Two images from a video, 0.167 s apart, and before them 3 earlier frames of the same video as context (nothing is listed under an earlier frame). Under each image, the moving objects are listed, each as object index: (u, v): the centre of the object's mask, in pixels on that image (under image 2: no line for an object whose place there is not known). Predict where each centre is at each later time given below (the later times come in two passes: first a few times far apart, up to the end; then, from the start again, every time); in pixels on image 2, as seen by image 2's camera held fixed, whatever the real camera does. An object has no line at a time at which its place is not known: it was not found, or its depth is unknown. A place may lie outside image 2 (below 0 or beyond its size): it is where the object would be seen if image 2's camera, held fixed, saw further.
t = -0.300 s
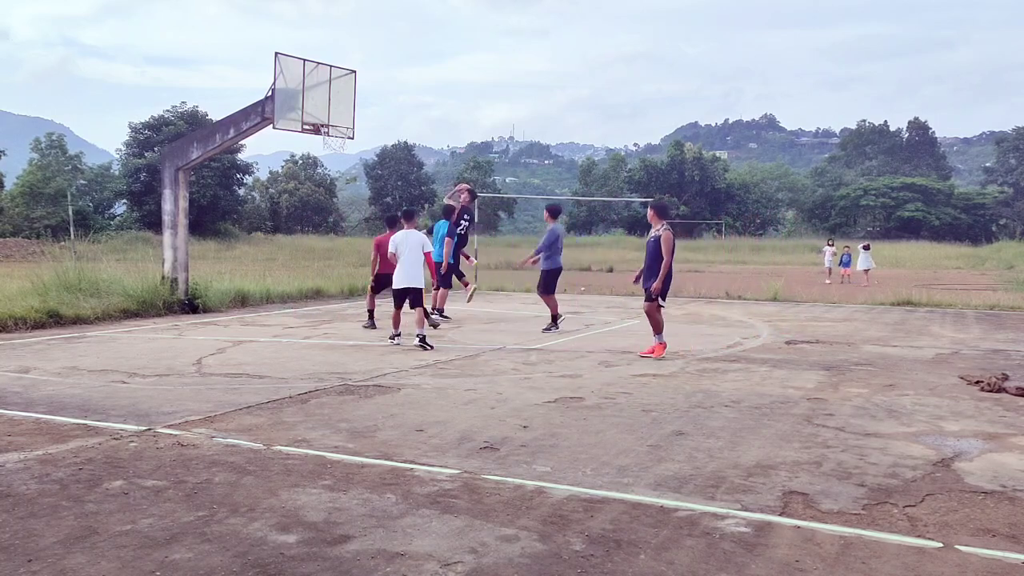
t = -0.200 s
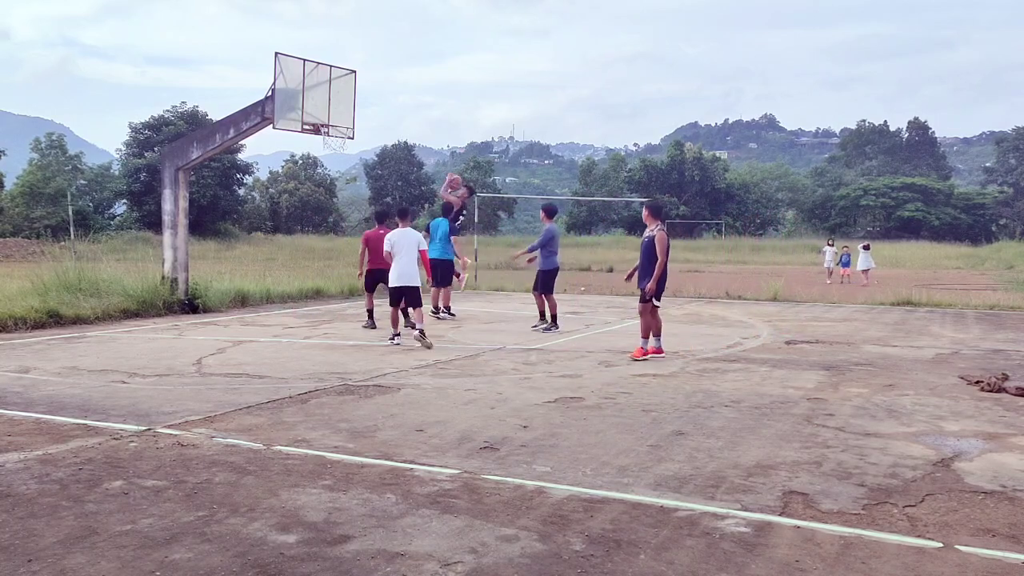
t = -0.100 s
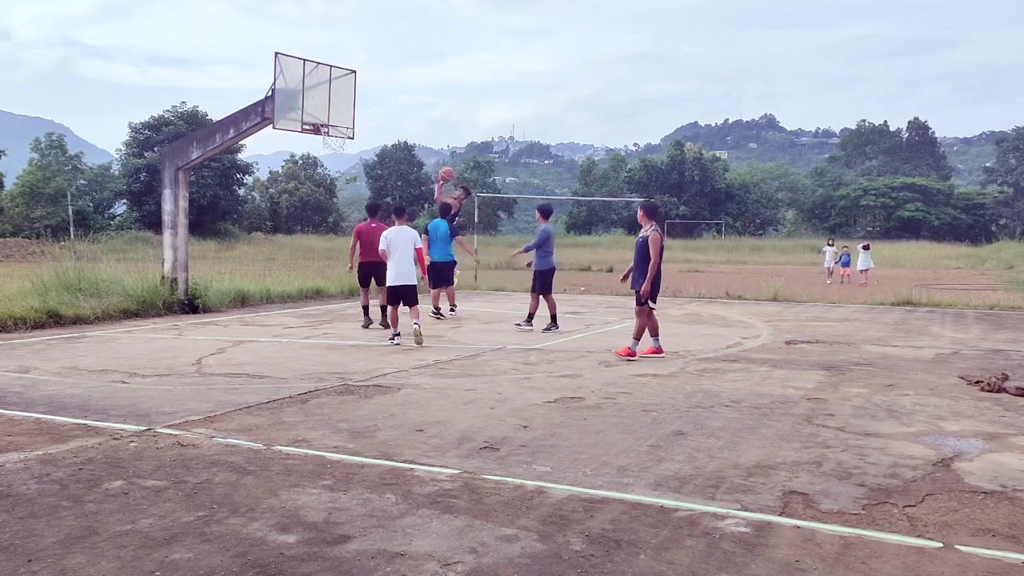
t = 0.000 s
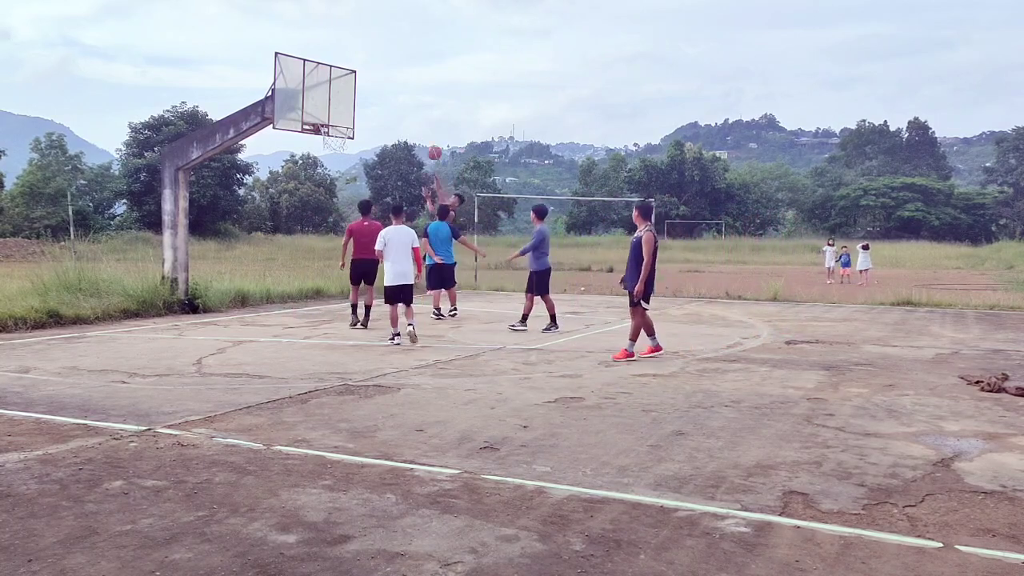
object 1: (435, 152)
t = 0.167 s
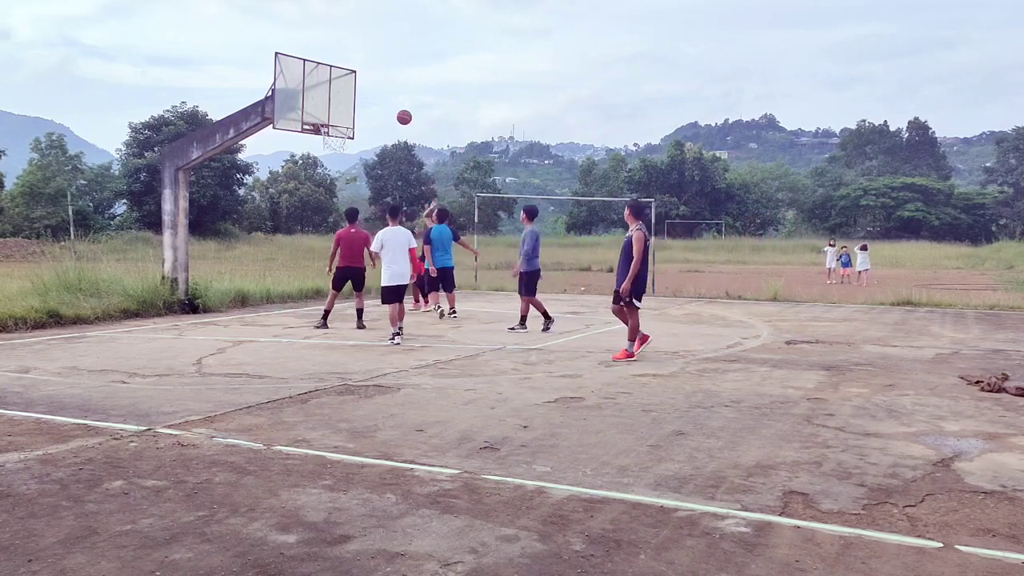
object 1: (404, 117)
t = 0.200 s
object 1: (398, 112)
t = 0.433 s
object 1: (354, 95)
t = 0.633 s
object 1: (331, 108)
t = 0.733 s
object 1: (332, 124)
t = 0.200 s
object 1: (398, 112)
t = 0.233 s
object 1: (392, 107)
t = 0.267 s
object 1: (385, 104)
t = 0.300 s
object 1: (379, 101)
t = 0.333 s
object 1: (373, 98)
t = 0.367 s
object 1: (367, 97)
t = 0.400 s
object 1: (361, 96)
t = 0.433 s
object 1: (354, 95)
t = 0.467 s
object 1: (347, 96)
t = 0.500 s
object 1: (341, 97)
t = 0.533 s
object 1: (335, 99)
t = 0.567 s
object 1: (330, 102)
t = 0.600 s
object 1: (330, 105)
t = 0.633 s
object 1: (331, 108)
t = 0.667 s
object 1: (331, 113)
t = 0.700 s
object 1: (332, 118)
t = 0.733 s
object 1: (332, 124)
